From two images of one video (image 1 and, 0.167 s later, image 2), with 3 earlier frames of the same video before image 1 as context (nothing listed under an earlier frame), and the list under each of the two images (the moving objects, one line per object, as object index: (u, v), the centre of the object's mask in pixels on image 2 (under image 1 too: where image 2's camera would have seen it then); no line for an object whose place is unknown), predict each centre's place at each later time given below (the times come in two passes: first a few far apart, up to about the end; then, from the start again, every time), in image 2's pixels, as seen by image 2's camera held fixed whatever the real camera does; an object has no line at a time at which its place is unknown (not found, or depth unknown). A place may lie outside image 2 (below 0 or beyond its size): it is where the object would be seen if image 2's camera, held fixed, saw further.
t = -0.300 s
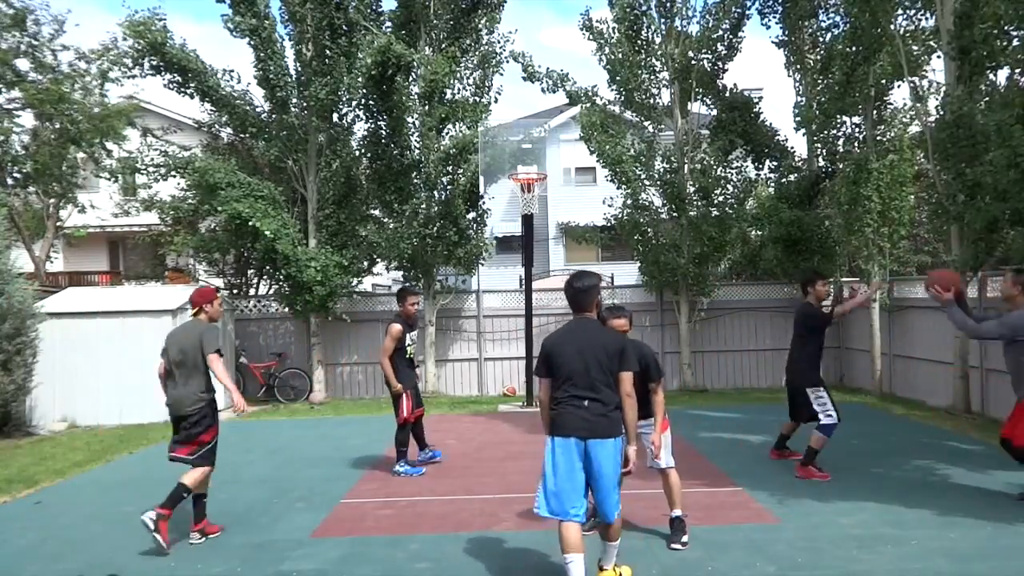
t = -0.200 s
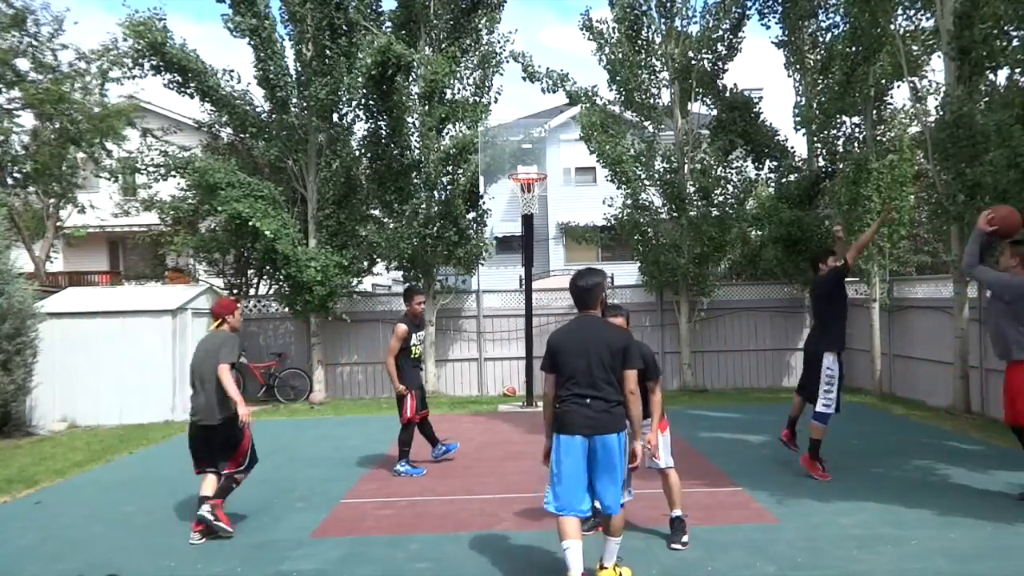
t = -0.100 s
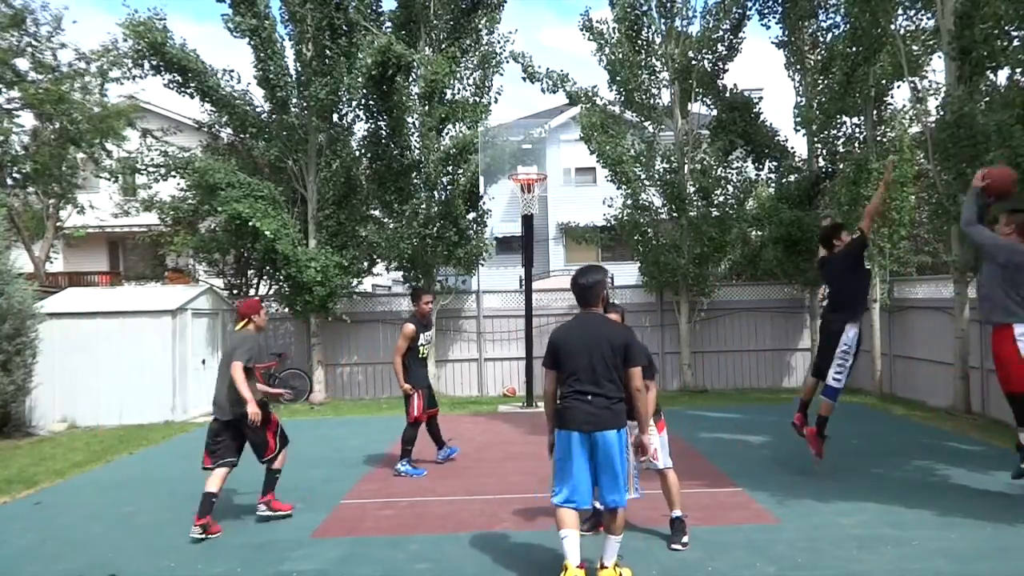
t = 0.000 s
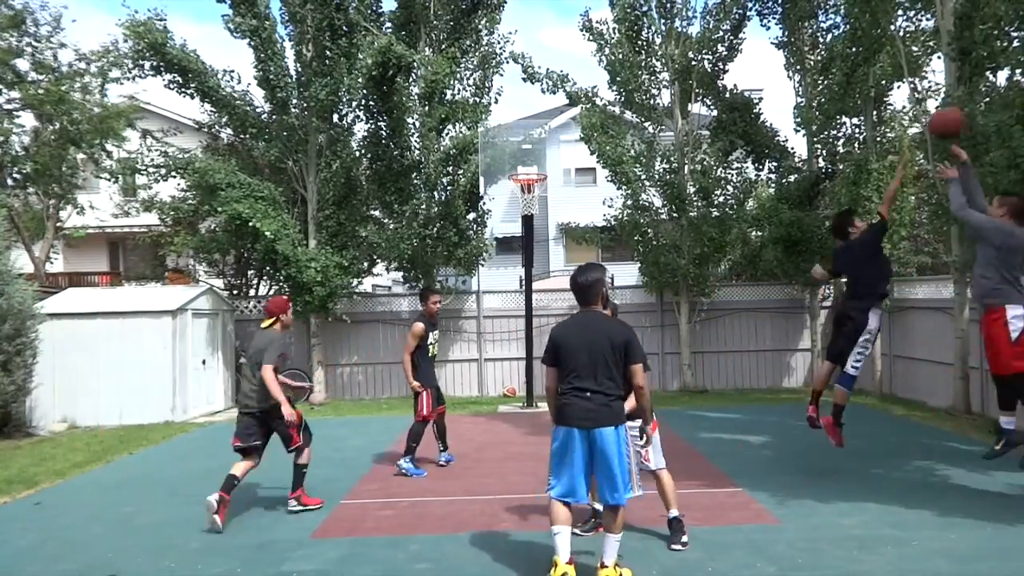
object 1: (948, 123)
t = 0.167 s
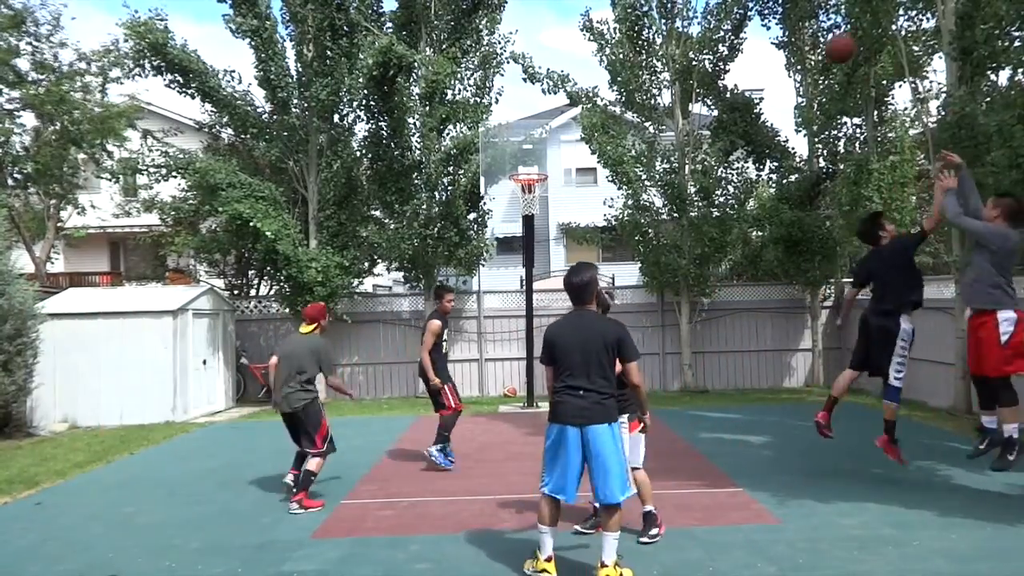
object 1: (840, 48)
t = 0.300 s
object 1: (770, 21)
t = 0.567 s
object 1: (665, 29)
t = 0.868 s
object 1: (579, 106)
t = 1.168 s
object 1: (555, 138)
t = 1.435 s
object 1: (589, 96)
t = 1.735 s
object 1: (630, 114)
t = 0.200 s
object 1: (820, 39)
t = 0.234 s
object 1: (805, 31)
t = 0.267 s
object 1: (787, 25)
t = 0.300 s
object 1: (770, 21)
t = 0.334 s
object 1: (755, 18)
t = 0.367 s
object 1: (740, 15)
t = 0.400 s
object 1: (727, 15)
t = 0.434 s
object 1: (713, 16)
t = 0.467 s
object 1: (700, 19)
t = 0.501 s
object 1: (687, 21)
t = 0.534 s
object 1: (676, 25)
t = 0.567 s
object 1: (665, 29)
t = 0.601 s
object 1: (653, 35)
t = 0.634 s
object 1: (643, 41)
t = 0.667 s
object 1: (632, 48)
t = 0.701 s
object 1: (624, 56)
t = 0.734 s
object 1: (614, 65)
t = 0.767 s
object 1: (605, 75)
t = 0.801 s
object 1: (596, 85)
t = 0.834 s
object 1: (587, 96)
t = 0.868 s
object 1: (579, 106)
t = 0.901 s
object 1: (571, 118)
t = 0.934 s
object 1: (564, 130)
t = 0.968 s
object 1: (556, 143)
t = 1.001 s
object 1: (549, 156)
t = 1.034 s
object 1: (543, 169)
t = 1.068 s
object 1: (544, 167)
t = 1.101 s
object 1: (547, 157)
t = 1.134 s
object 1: (551, 148)
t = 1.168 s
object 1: (555, 138)
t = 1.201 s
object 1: (559, 130)
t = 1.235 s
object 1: (563, 123)
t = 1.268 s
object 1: (567, 116)
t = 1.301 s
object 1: (572, 111)
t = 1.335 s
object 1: (576, 105)
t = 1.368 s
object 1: (580, 101)
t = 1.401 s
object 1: (583, 98)
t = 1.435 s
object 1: (589, 96)
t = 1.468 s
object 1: (593, 95)
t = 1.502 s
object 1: (597, 94)
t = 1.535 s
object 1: (600, 94)
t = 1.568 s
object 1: (606, 96)
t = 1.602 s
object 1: (611, 98)
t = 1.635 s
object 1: (615, 100)
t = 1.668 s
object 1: (620, 104)
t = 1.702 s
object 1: (625, 108)
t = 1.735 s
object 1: (630, 114)
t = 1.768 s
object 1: (634, 121)
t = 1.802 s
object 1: (639, 129)
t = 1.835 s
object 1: (645, 137)
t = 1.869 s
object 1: (651, 147)
